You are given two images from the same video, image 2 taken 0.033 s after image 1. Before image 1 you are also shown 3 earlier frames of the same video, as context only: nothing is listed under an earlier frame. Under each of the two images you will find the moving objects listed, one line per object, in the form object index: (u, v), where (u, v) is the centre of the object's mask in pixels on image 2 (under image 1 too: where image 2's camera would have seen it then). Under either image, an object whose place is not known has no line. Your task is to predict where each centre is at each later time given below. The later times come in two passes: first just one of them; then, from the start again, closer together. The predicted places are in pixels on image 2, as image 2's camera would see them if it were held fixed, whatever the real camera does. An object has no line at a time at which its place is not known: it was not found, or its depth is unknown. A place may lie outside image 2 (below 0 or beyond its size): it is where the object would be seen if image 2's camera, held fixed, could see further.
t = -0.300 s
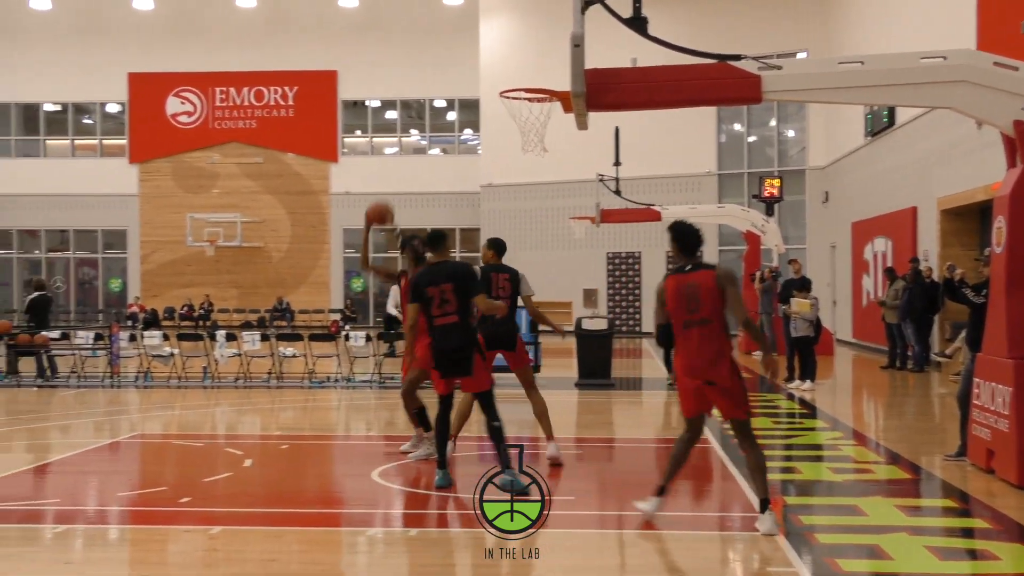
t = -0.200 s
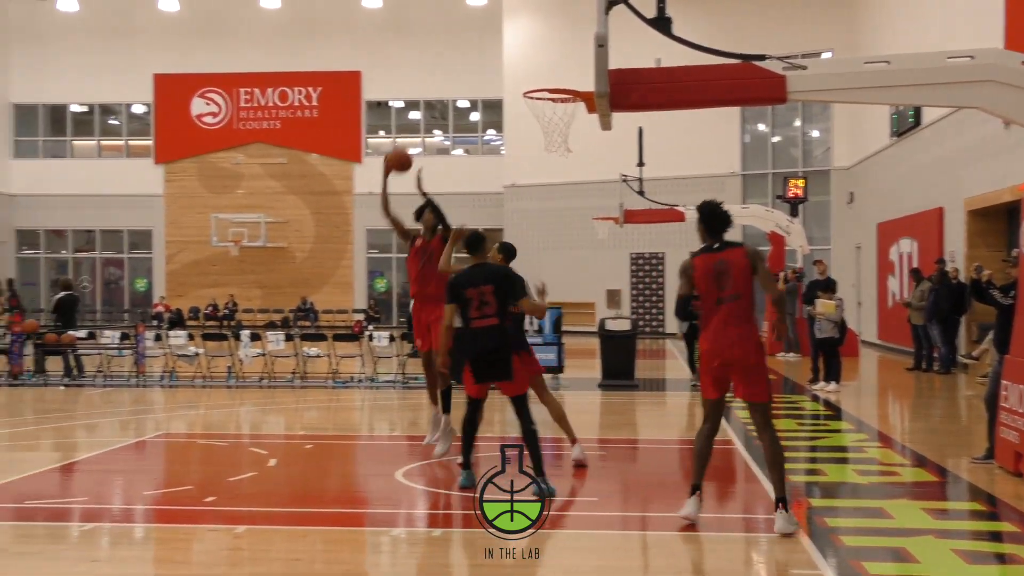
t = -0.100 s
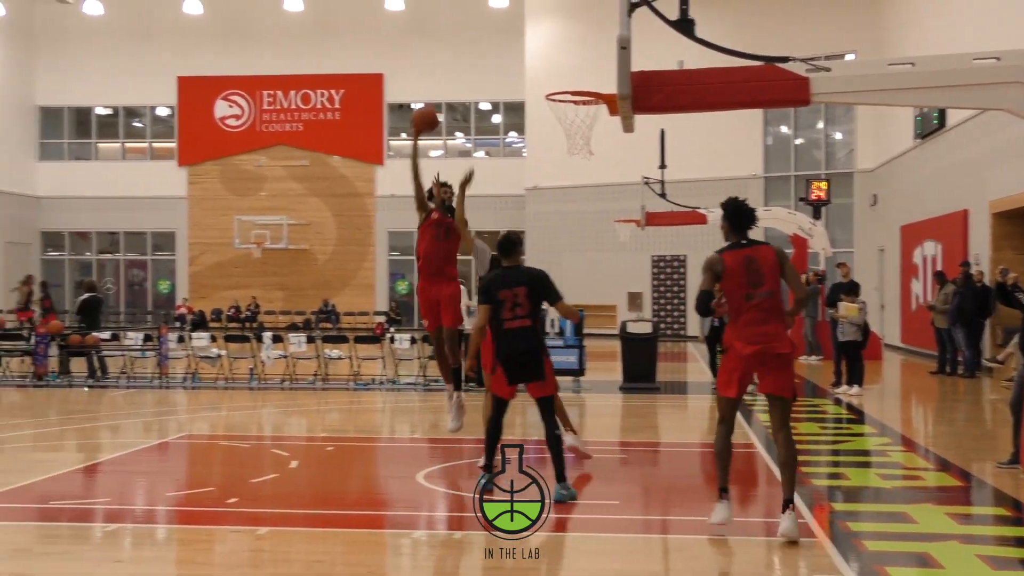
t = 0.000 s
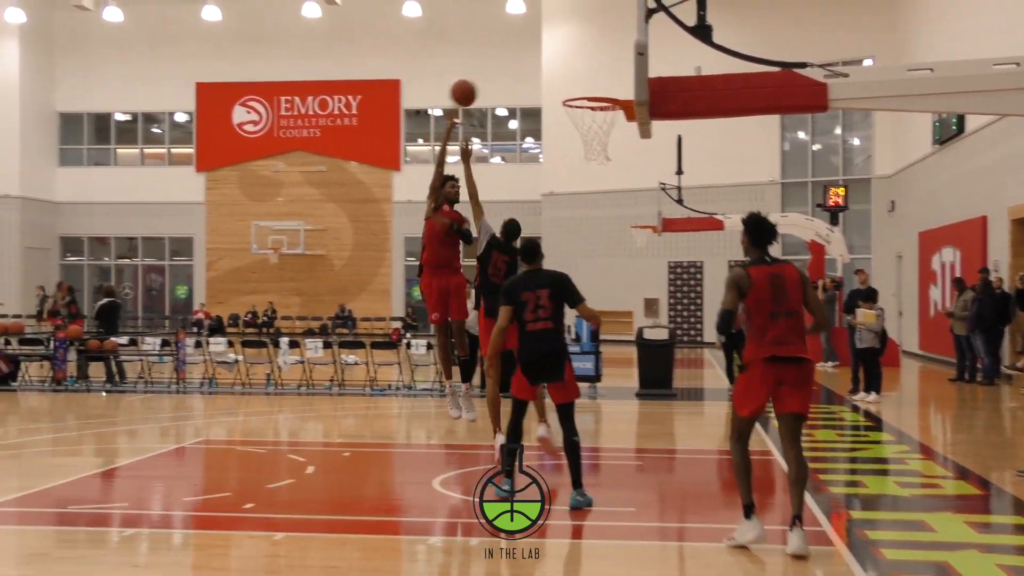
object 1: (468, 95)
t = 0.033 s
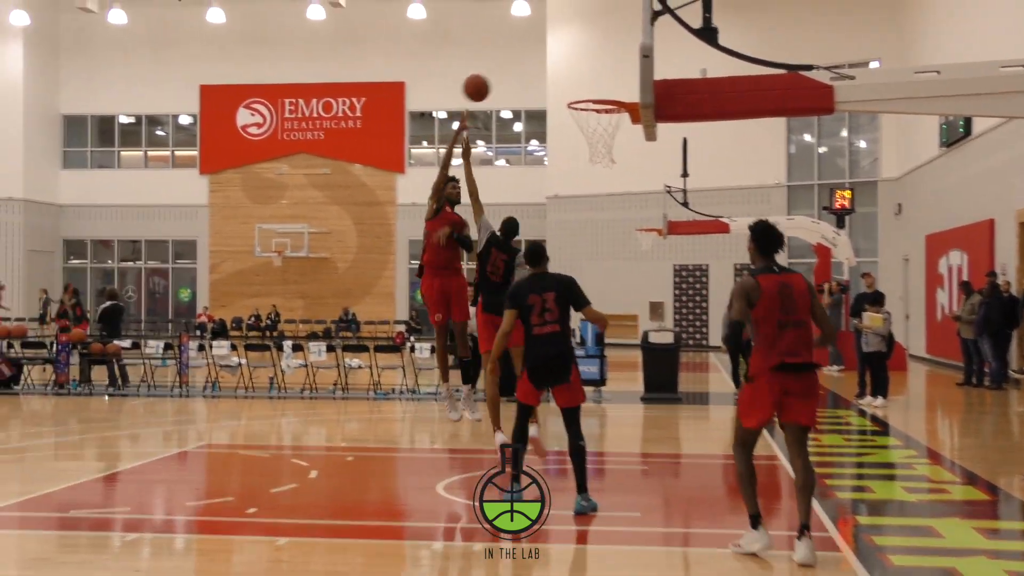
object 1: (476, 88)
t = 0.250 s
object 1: (533, 69)
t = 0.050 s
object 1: (481, 85)
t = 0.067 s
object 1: (485, 82)
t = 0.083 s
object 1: (489, 79)
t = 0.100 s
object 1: (493, 76)
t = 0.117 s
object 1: (498, 74)
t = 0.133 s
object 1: (502, 72)
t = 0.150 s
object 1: (506, 71)
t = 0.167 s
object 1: (510, 70)
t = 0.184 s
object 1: (515, 69)
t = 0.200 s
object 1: (519, 69)
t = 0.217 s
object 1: (524, 69)
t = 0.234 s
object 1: (529, 69)
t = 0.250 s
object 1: (533, 69)
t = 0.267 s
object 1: (538, 70)
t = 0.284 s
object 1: (542, 71)
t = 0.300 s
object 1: (547, 72)
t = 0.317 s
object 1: (551, 74)
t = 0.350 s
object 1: (560, 78)
